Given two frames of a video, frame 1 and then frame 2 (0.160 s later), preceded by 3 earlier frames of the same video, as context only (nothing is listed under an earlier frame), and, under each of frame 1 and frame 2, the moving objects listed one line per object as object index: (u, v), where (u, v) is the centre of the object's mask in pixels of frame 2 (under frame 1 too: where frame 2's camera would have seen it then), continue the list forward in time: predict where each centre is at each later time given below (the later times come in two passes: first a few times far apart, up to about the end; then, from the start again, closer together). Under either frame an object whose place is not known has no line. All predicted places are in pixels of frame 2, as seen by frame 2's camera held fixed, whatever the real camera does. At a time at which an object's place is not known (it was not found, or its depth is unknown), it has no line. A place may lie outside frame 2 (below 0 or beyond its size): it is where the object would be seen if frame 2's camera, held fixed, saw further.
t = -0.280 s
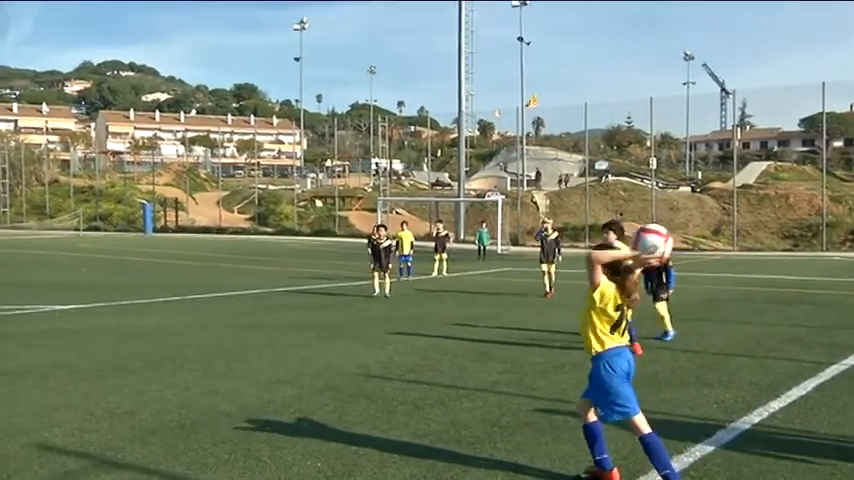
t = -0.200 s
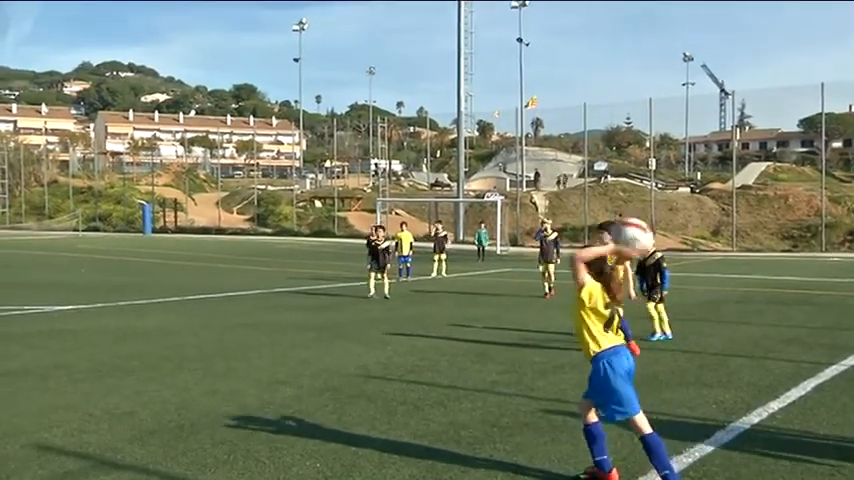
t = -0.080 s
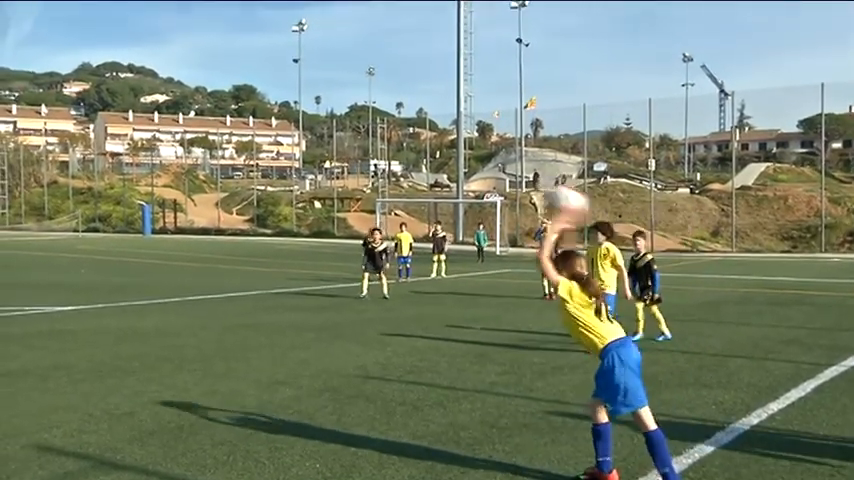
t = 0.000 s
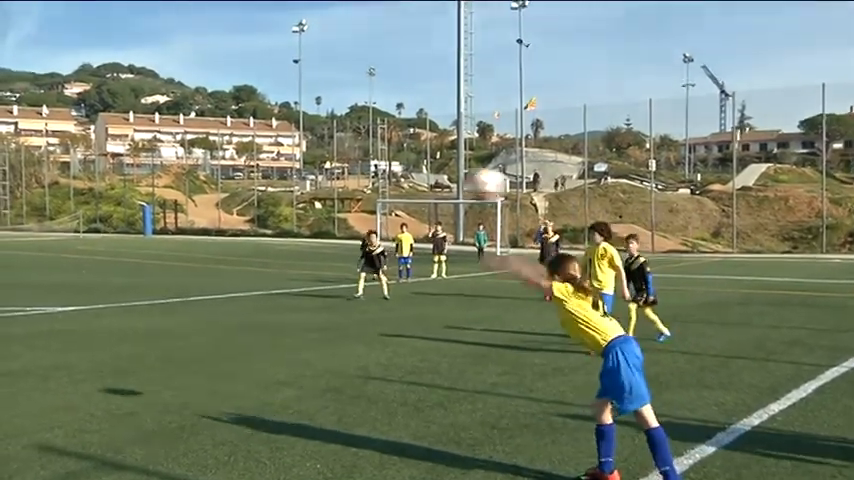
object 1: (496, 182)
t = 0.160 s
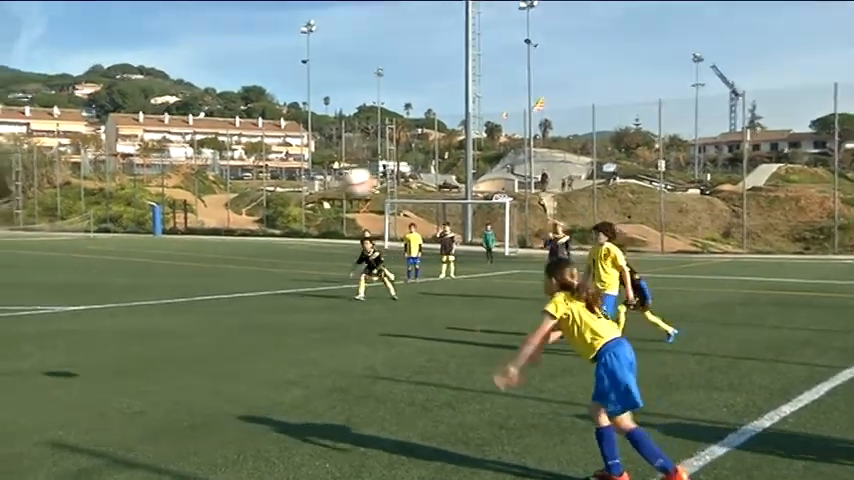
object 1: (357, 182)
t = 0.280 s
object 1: (277, 203)
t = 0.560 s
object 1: (134, 301)
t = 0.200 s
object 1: (329, 187)
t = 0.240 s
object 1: (303, 194)
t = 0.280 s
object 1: (277, 203)
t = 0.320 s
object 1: (252, 215)
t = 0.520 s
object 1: (149, 285)
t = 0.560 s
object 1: (134, 301)
